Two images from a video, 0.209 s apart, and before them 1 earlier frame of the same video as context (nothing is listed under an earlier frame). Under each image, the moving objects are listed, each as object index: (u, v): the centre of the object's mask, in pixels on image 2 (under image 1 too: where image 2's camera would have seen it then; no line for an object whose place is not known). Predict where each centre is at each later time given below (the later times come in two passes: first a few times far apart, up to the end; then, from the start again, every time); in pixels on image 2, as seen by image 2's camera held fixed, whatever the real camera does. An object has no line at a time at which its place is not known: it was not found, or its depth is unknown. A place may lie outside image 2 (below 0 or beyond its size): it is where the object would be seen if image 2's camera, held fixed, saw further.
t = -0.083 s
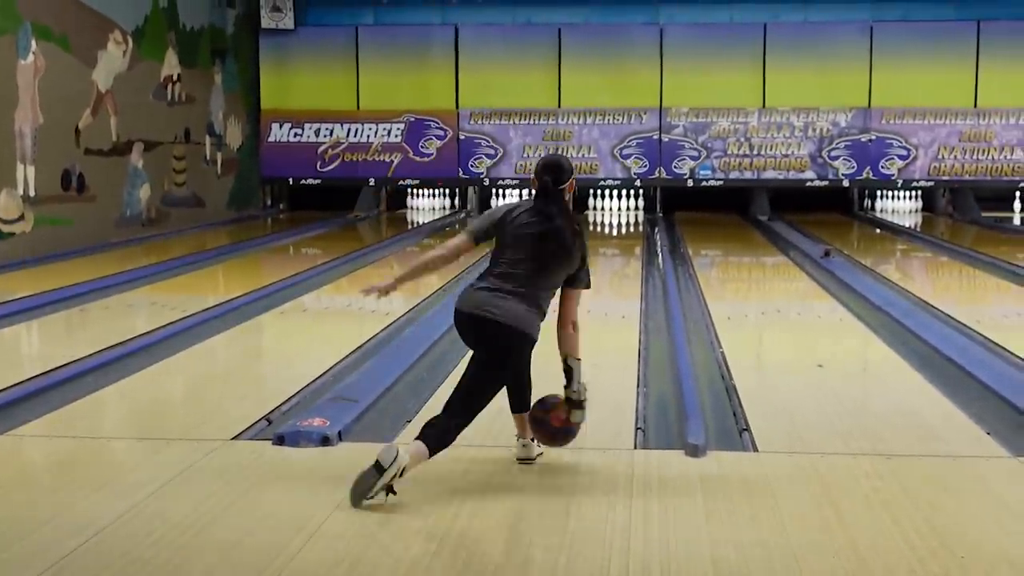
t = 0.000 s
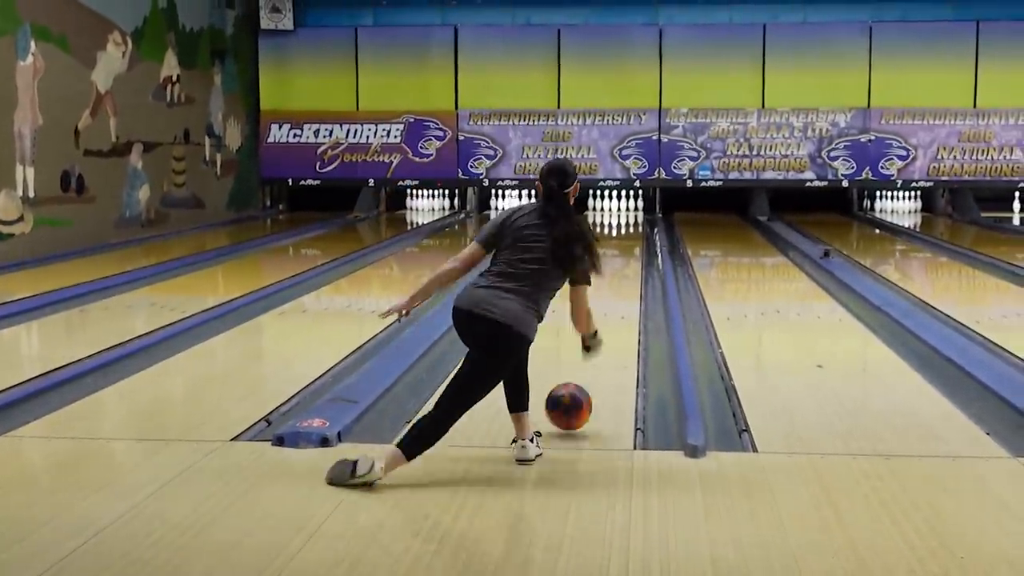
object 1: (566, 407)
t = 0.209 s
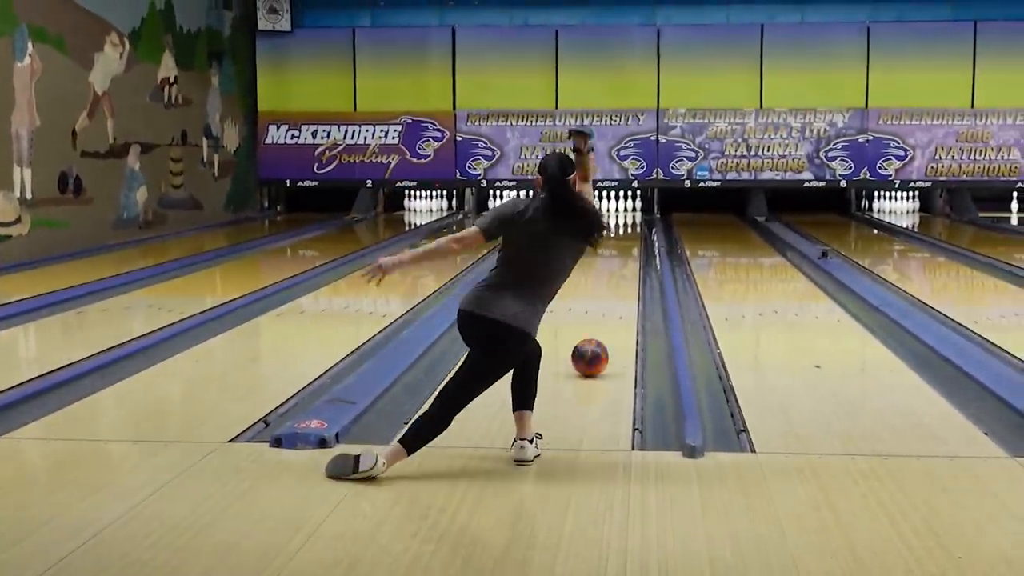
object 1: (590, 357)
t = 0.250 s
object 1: (593, 349)
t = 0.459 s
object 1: (606, 314)
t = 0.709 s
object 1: (617, 286)
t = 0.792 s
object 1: (620, 279)
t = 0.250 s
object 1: (593, 349)
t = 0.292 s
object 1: (596, 341)
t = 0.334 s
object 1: (599, 334)
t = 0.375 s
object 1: (602, 326)
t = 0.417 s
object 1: (605, 320)
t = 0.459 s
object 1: (606, 314)
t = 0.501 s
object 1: (609, 309)
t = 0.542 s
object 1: (611, 303)
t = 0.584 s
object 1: (613, 298)
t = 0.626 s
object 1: (615, 294)
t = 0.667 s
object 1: (616, 290)
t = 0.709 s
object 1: (617, 286)
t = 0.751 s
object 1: (619, 282)
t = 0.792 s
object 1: (620, 279)
